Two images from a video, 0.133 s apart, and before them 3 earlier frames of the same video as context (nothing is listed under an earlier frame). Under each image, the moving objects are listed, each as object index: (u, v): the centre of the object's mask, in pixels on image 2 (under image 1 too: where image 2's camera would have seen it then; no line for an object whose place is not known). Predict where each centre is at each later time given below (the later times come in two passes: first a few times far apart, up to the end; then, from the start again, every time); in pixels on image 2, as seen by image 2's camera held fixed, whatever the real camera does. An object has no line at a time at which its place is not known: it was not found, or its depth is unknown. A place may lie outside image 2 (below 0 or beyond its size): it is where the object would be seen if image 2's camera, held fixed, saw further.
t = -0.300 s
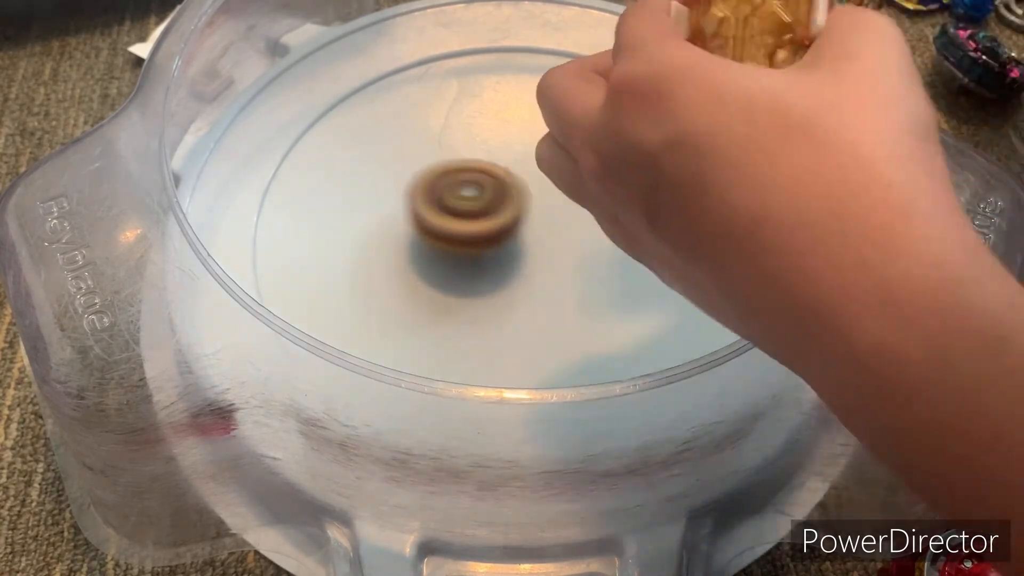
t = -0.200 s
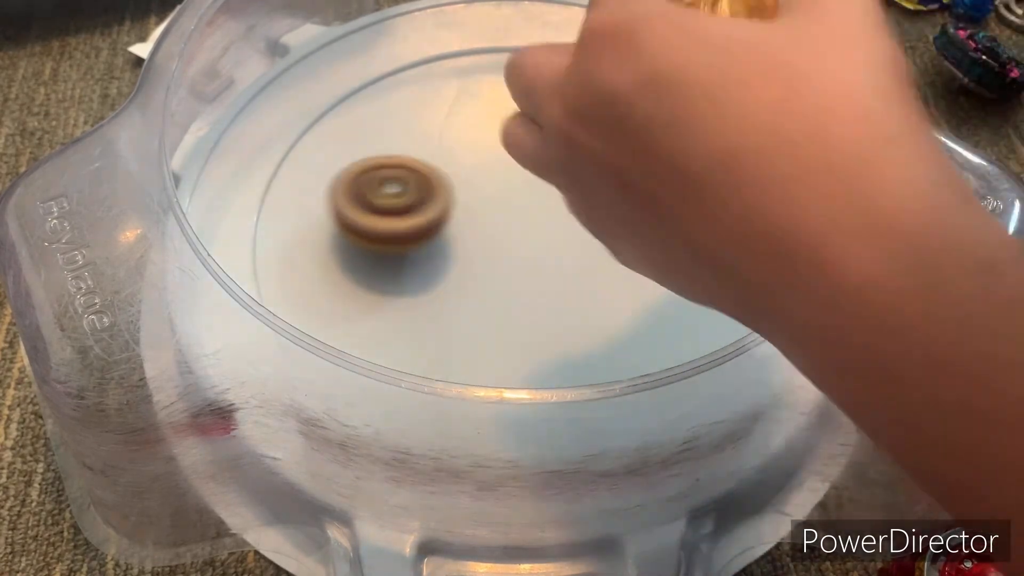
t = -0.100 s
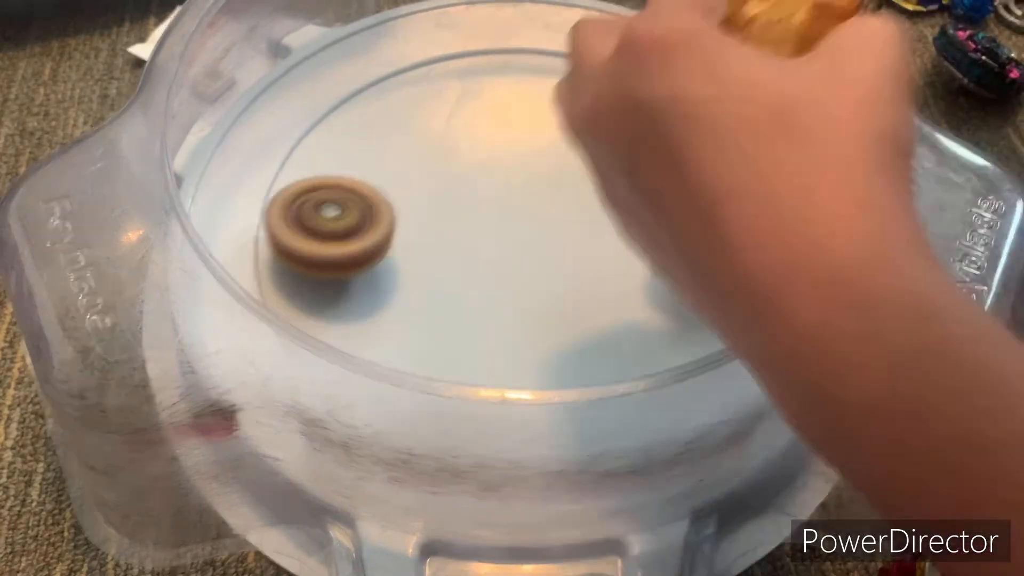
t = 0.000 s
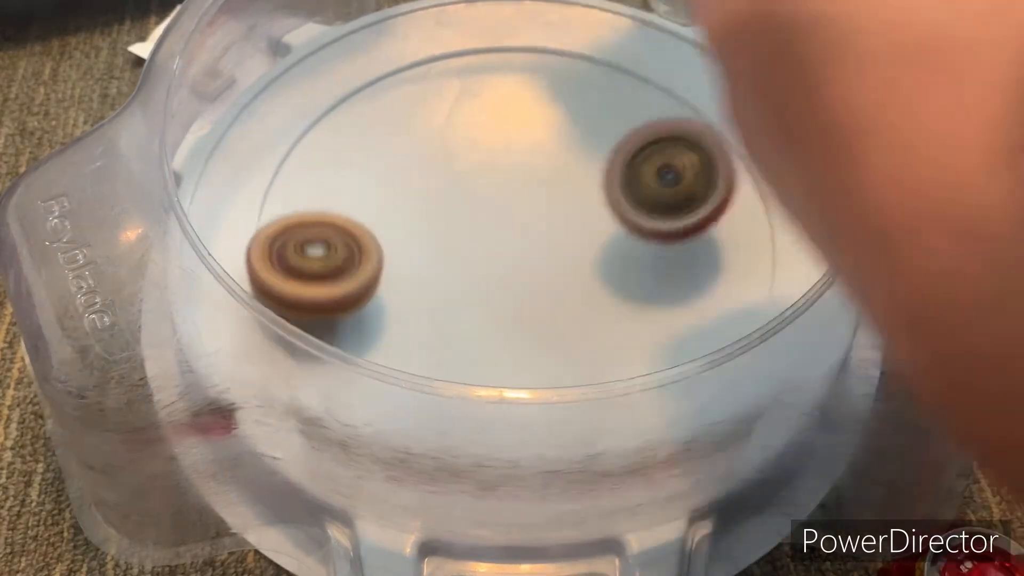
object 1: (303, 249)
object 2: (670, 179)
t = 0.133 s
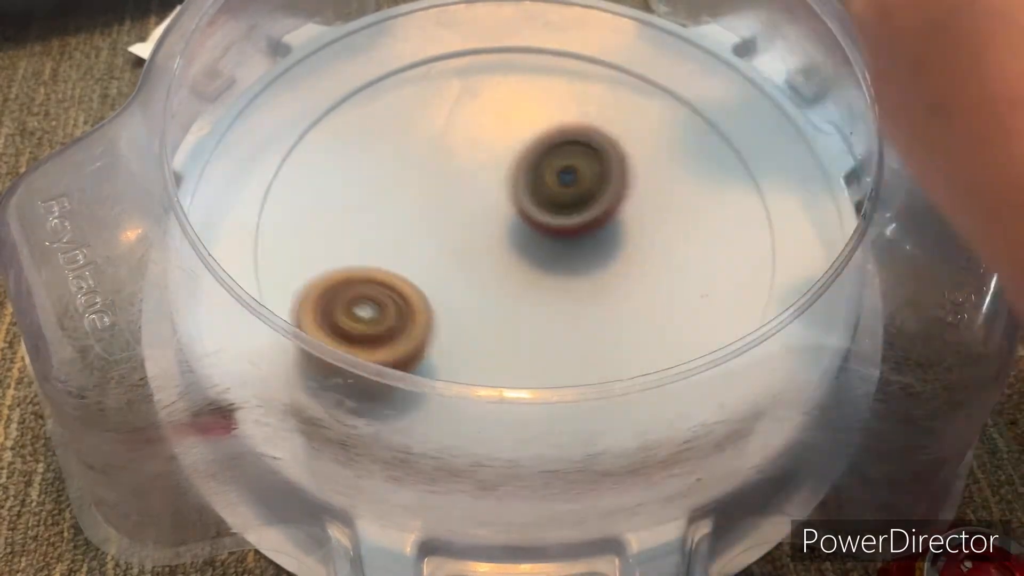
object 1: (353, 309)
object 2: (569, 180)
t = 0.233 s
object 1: (423, 320)
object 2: (497, 181)
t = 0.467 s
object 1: (543, 260)
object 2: (413, 190)
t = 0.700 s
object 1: (542, 153)
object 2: (445, 239)
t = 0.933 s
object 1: (441, 103)
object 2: (587, 308)
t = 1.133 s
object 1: (380, 132)
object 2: (725, 278)
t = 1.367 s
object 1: (423, 203)
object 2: (673, 178)
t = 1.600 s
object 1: (401, 241)
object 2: (643, 122)
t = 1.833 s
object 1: (472, 282)
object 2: (595, 179)
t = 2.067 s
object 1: (398, 389)
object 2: (651, 115)
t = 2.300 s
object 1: (534, 348)
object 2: (558, 157)
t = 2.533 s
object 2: (420, 192)
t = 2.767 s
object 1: (576, 241)
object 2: (365, 183)
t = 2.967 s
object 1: (537, 192)
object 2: (381, 259)
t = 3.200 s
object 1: (497, 155)
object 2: (446, 304)
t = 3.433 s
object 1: (432, 161)
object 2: (549, 261)
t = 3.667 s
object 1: (394, 178)
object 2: (591, 220)
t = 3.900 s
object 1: (423, 218)
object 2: (549, 179)
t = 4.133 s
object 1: (466, 237)
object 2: (530, 151)
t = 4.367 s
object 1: (517, 245)
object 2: (501, 143)
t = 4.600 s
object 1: (573, 252)
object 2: (479, 142)
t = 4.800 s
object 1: (600, 242)
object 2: (478, 163)
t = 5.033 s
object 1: (621, 238)
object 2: (484, 179)
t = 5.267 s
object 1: (617, 233)
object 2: (507, 174)
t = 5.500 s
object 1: (623, 263)
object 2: (458, 142)
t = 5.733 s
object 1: (574, 258)
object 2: (474, 188)
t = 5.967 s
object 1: (577, 343)
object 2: (430, 88)
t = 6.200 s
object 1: (544, 294)
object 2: (425, 130)
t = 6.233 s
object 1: (533, 286)
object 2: (429, 144)
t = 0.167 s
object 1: (374, 318)
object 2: (544, 178)
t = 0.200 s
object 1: (398, 322)
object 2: (520, 179)
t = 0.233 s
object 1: (423, 320)
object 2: (497, 181)
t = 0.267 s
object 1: (445, 315)
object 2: (478, 185)
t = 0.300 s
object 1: (467, 305)
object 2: (461, 192)
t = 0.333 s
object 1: (486, 291)
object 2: (447, 201)
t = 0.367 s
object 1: (504, 287)
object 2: (434, 199)
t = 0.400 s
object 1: (521, 283)
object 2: (423, 193)
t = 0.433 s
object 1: (534, 273)
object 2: (416, 191)
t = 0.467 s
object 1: (543, 260)
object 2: (413, 190)
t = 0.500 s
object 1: (549, 244)
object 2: (414, 193)
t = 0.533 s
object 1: (549, 226)
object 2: (420, 199)
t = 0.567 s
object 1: (547, 207)
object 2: (428, 207)
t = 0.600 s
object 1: (550, 191)
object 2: (430, 213)
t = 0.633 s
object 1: (551, 177)
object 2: (431, 220)
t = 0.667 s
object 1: (548, 164)
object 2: (436, 229)
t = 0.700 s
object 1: (542, 153)
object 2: (445, 239)
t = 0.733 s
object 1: (532, 140)
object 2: (457, 250)
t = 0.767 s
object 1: (519, 130)
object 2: (472, 262)
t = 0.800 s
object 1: (505, 121)
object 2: (491, 275)
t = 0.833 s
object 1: (489, 115)
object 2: (512, 284)
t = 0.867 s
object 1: (472, 109)
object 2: (535, 294)
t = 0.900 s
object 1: (455, 105)
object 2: (560, 302)
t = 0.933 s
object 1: (441, 103)
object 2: (587, 308)
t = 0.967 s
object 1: (427, 104)
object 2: (615, 312)
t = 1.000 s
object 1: (416, 106)
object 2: (642, 311)
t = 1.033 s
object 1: (404, 110)
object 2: (668, 307)
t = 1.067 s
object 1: (394, 116)
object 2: (691, 299)
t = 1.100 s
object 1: (386, 123)
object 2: (711, 289)
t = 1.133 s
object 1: (380, 132)
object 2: (725, 278)
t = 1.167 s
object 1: (378, 142)
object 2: (734, 264)
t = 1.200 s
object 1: (377, 154)
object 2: (735, 247)
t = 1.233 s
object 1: (379, 165)
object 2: (731, 231)
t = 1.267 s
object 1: (387, 176)
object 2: (722, 215)
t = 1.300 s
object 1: (397, 187)
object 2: (709, 200)
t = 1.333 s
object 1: (408, 196)
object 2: (693, 188)
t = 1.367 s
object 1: (423, 203)
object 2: (673, 178)
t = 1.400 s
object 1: (441, 209)
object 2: (652, 170)
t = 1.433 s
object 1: (458, 212)
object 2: (628, 165)
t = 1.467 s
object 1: (475, 212)
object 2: (604, 163)
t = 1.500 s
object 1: (462, 218)
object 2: (606, 152)
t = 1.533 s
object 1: (435, 226)
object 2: (622, 138)
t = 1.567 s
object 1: (414, 234)
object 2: (635, 128)
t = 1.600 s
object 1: (401, 241)
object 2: (643, 122)
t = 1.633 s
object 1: (395, 248)
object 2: (646, 120)
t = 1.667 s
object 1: (397, 254)
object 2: (646, 121)
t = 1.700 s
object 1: (405, 262)
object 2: (642, 127)
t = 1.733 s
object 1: (419, 268)
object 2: (635, 136)
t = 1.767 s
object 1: (435, 275)
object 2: (624, 150)
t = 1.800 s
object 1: (453, 279)
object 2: (610, 164)
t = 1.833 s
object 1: (472, 282)
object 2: (595, 179)
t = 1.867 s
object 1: (490, 280)
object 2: (579, 194)
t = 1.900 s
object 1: (485, 293)
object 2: (581, 191)
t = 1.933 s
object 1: (454, 323)
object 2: (605, 170)
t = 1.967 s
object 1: (432, 342)
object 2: (624, 151)
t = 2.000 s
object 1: (421, 350)
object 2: (639, 135)
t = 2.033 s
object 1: (406, 373)
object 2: (648, 123)
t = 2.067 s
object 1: (398, 389)
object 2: (651, 115)
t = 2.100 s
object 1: (410, 392)
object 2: (649, 111)
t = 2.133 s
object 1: (437, 380)
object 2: (641, 111)
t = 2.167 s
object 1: (461, 373)
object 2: (631, 115)
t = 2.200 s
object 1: (483, 361)
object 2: (616, 121)
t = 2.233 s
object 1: (502, 359)
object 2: (599, 131)
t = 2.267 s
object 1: (519, 355)
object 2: (579, 143)
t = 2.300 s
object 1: (534, 348)
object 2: (558, 157)
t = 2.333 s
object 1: (548, 336)
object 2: (538, 171)
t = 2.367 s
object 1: (558, 322)
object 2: (519, 187)
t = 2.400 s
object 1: (565, 309)
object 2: (502, 202)
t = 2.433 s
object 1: (567, 295)
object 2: (488, 218)
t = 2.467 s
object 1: (575, 290)
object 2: (470, 222)
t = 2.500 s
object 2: (442, 207)
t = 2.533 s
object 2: (420, 192)
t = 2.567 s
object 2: (401, 180)
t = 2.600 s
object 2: (386, 172)
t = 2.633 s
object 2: (375, 168)
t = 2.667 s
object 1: (605, 277)
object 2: (367, 166)
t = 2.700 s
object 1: (597, 265)
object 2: (363, 168)
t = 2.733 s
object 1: (587, 252)
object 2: (362, 174)
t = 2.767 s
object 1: (576, 241)
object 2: (365, 183)
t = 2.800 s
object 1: (564, 232)
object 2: (371, 195)
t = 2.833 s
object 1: (549, 223)
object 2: (379, 209)
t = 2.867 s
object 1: (535, 215)
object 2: (390, 222)
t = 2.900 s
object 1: (521, 208)
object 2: (403, 236)
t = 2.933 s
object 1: (527, 200)
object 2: (394, 247)
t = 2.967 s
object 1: (537, 192)
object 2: (381, 259)
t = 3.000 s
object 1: (543, 185)
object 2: (376, 269)
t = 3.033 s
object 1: (544, 178)
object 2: (376, 278)
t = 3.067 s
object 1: (539, 173)
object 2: (383, 286)
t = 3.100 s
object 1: (531, 167)
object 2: (395, 294)
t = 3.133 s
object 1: (520, 162)
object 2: (410, 299)
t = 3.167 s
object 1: (508, 159)
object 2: (427, 303)
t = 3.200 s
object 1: (497, 155)
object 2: (446, 304)
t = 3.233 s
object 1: (486, 153)
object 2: (466, 304)
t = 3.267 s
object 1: (474, 151)
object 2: (485, 301)
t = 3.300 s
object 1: (463, 151)
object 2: (503, 296)
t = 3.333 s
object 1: (453, 152)
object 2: (519, 289)
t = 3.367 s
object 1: (443, 154)
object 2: (533, 281)
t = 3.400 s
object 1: (437, 157)
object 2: (543, 271)
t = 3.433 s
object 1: (432, 161)
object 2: (549, 261)
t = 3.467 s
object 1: (429, 165)
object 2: (554, 249)
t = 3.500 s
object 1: (426, 171)
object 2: (554, 238)
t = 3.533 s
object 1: (425, 175)
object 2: (553, 229)
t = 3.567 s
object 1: (410, 171)
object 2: (568, 228)
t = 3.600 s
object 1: (401, 170)
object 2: (579, 226)
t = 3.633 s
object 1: (396, 173)
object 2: (587, 224)
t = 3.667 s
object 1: (394, 178)
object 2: (591, 220)
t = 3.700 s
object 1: (395, 184)
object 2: (590, 217)
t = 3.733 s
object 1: (397, 191)
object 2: (586, 211)
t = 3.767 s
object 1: (401, 197)
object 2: (580, 205)
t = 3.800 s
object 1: (407, 203)
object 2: (571, 198)
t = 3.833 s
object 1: (414, 209)
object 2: (561, 193)
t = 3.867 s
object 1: (422, 214)
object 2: (551, 186)
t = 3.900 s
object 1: (423, 218)
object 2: (549, 179)
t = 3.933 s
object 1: (426, 222)
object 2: (548, 174)
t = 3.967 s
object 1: (432, 226)
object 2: (545, 168)
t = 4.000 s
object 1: (441, 226)
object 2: (540, 164)
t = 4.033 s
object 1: (447, 229)
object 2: (536, 161)
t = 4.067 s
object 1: (451, 233)
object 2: (536, 156)
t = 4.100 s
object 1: (457, 236)
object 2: (534, 152)
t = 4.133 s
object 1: (466, 237)
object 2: (530, 151)
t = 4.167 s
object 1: (474, 237)
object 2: (526, 150)
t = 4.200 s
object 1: (482, 238)
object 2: (521, 149)
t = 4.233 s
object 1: (489, 240)
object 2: (517, 147)
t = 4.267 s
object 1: (497, 240)
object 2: (514, 146)
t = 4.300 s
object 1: (503, 240)
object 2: (509, 147)
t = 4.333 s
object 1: (511, 242)
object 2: (505, 147)
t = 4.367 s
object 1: (517, 245)
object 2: (501, 143)
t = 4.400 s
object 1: (525, 244)
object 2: (499, 144)
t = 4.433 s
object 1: (531, 243)
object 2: (496, 145)
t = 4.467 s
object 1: (537, 240)
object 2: (494, 149)
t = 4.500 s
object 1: (544, 237)
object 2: (493, 154)
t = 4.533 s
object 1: (549, 237)
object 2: (490, 156)
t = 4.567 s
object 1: (562, 246)
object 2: (483, 148)
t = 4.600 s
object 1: (573, 252)
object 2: (479, 142)
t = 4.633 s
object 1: (581, 255)
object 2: (476, 140)
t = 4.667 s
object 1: (587, 254)
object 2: (474, 141)
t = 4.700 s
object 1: (592, 253)
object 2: (474, 145)
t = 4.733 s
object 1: (595, 250)
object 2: (474, 149)
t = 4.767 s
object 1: (598, 246)
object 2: (476, 156)
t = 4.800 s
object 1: (600, 242)
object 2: (478, 163)
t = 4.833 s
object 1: (602, 238)
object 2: (481, 170)
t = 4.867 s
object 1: (601, 236)
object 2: (486, 178)
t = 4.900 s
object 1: (601, 232)
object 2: (491, 185)
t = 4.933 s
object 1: (600, 230)
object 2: (496, 190)
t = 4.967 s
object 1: (611, 235)
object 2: (490, 186)
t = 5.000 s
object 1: (617, 238)
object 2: (486, 182)
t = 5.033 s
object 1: (621, 238)
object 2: (484, 179)
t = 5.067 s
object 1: (623, 236)
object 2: (485, 177)
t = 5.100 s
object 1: (623, 235)
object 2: (488, 176)
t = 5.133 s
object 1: (622, 233)
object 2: (492, 176)
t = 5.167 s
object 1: (620, 231)
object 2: (498, 177)
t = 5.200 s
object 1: (617, 227)
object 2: (504, 178)
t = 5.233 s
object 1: (613, 226)
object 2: (509, 180)
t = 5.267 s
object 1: (617, 233)
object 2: (507, 174)
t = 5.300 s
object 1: (627, 246)
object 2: (492, 158)
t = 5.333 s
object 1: (632, 256)
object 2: (481, 146)
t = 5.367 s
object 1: (633, 262)
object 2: (473, 139)
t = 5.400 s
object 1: (634, 264)
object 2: (467, 136)
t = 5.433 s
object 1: (631, 265)
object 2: (463, 136)
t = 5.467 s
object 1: (628, 265)
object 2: (460, 138)
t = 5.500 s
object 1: (623, 263)
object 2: (458, 142)
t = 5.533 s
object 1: (618, 262)
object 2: (458, 147)
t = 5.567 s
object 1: (611, 260)
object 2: (459, 154)
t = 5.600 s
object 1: (605, 259)
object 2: (460, 161)
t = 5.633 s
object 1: (597, 258)
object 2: (462, 168)
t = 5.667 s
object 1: (590, 258)
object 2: (465, 175)
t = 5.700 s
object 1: (581, 258)
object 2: (470, 182)
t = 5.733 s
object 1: (574, 258)
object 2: (474, 188)
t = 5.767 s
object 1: (564, 258)
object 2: (479, 194)
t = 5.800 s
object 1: (565, 270)
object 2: (476, 183)
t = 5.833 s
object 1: (573, 296)
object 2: (460, 158)
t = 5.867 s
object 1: (579, 317)
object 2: (447, 132)
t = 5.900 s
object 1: (583, 331)
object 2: (439, 111)
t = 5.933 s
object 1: (579, 341)
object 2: (434, 97)
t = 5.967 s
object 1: (577, 343)
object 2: (430, 88)
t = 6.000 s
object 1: (575, 335)
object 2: (426, 84)
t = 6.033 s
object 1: (572, 330)
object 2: (424, 85)
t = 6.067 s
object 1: (568, 325)
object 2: (421, 90)
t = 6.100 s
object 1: (564, 317)
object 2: (420, 98)
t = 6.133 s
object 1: (559, 310)
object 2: (419, 107)
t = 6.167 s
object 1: (552, 302)
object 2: (421, 117)
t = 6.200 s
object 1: (544, 294)
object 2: (425, 130)
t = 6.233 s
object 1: (533, 286)
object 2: (429, 144)
